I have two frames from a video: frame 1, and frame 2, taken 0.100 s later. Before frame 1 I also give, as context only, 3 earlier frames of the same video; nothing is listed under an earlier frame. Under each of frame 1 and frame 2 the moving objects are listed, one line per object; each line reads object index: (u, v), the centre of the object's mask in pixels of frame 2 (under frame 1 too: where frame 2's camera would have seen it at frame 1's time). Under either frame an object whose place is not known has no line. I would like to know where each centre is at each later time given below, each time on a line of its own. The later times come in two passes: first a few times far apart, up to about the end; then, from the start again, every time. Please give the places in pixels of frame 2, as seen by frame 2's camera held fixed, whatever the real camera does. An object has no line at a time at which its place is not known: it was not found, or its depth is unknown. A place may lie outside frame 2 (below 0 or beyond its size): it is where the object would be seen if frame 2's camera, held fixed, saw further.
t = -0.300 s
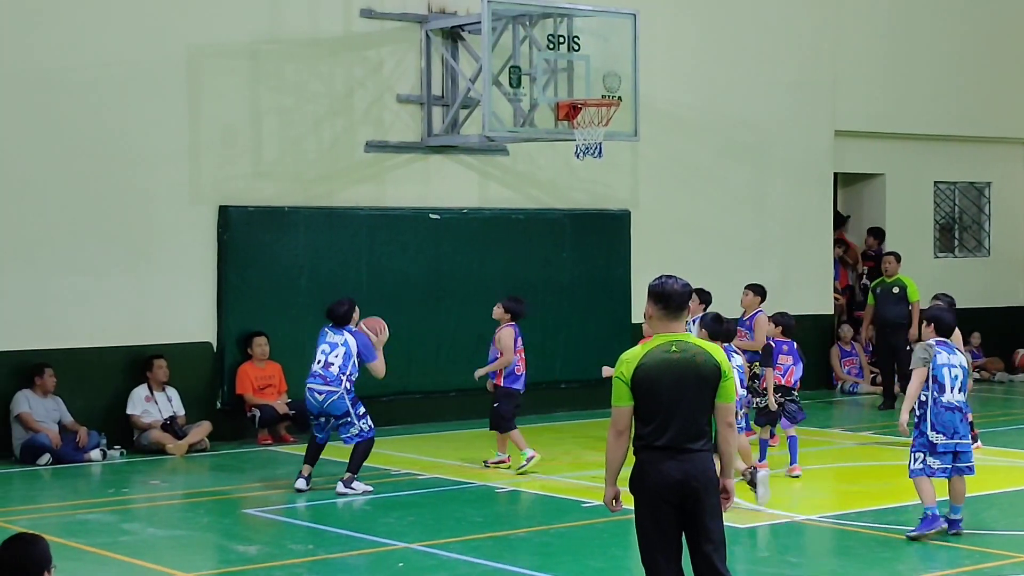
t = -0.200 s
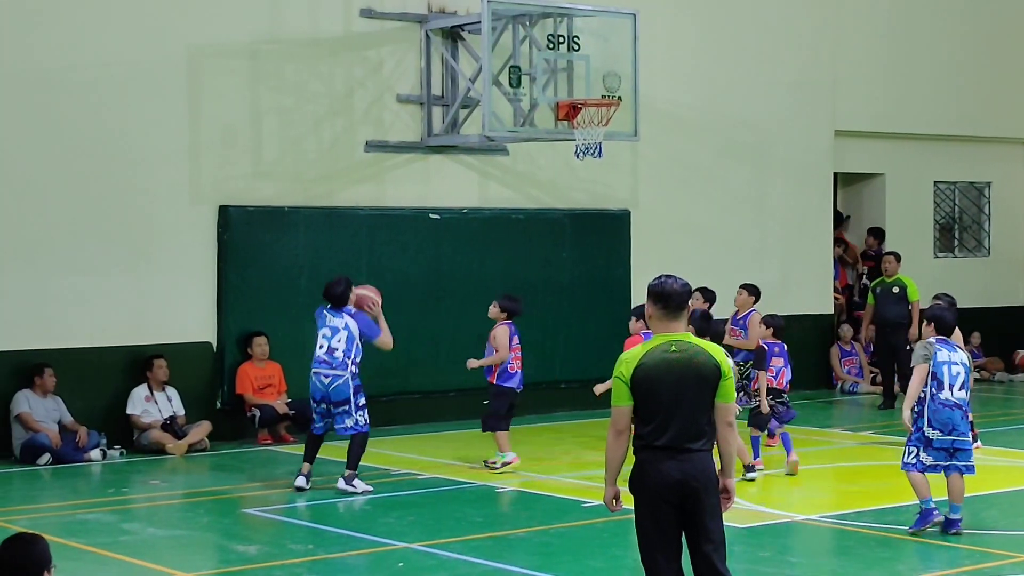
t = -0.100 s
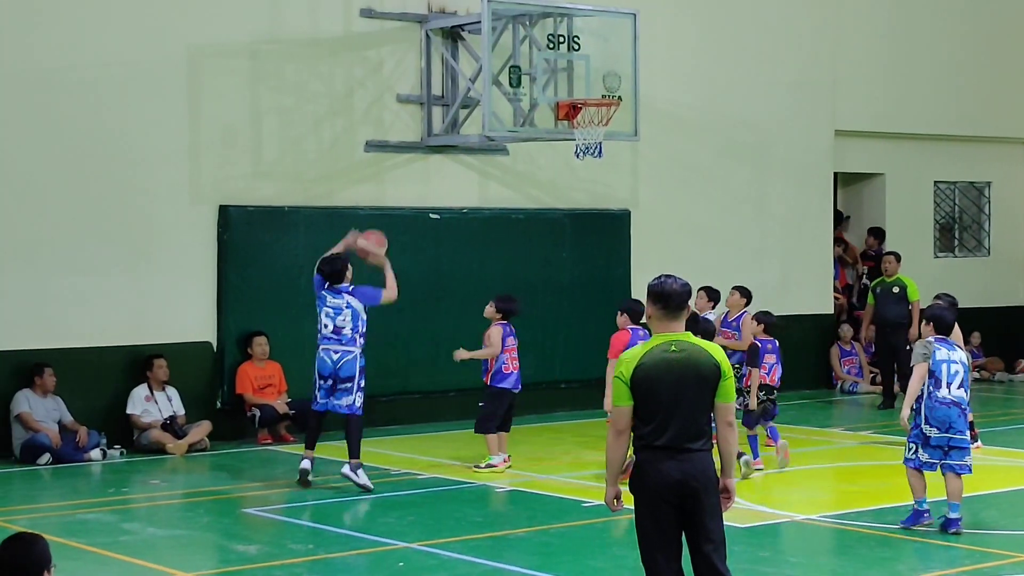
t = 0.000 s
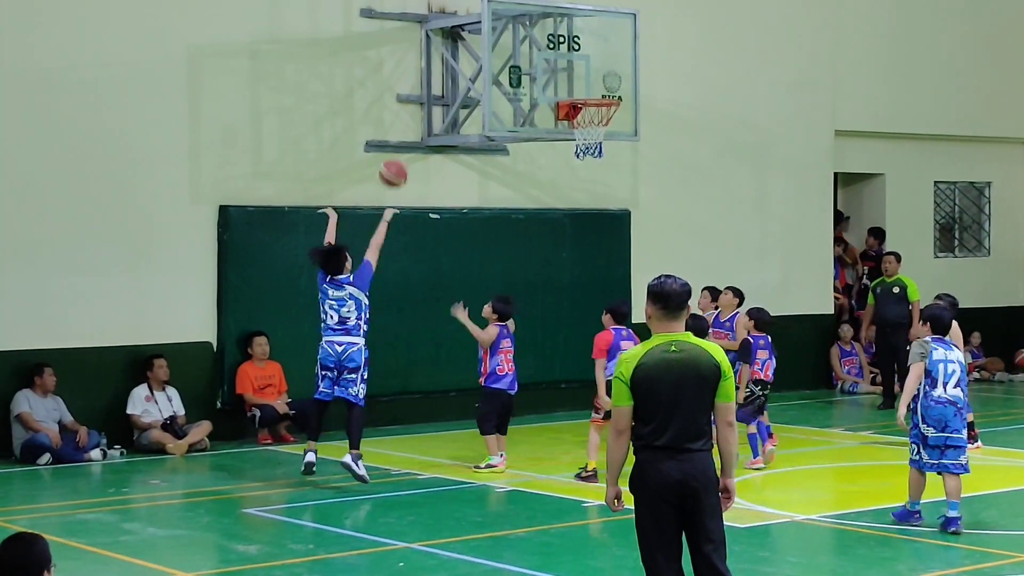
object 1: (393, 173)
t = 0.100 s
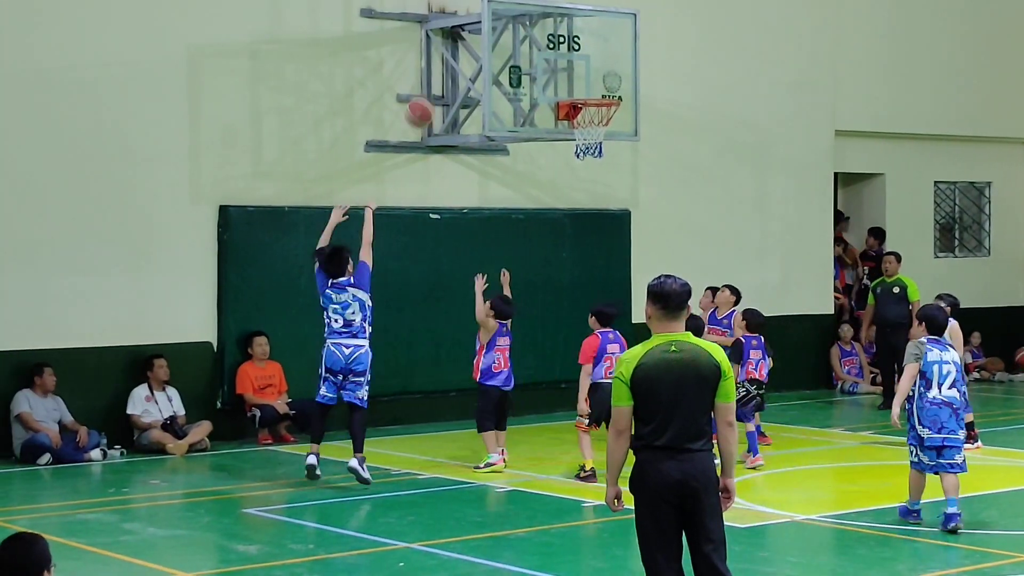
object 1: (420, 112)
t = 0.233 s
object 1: (453, 54)
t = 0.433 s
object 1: (499, 13)
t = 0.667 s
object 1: (548, 24)
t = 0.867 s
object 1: (587, 81)
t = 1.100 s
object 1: (594, 124)
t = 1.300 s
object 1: (577, 148)
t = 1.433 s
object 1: (574, 169)
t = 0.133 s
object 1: (428, 96)
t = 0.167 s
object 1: (436, 81)
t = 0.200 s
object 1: (444, 66)
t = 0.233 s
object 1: (453, 54)
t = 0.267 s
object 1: (460, 44)
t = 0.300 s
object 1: (468, 35)
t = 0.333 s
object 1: (475, 27)
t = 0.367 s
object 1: (483, 21)
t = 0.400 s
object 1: (491, 16)
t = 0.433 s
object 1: (499, 13)
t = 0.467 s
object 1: (506, 11)
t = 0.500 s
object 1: (513, 10)
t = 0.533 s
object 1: (521, 10)
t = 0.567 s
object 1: (527, 11)
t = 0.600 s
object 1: (534, 14)
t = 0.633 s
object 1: (541, 18)
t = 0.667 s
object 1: (548, 24)
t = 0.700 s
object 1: (555, 30)
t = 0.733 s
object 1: (561, 38)
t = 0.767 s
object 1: (568, 47)
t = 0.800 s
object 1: (574, 57)
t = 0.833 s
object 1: (581, 68)
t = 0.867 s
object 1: (587, 81)
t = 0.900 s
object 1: (592, 90)
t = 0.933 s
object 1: (596, 95)
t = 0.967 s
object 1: (600, 102)
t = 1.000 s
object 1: (605, 109)
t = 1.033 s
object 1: (604, 114)
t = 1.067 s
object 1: (599, 118)
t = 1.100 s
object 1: (594, 124)
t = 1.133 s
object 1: (591, 129)
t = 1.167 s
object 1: (587, 134)
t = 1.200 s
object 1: (583, 139)
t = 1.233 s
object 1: (580, 142)
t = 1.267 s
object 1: (578, 145)
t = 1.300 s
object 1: (577, 148)
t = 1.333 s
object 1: (576, 151)
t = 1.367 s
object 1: (575, 156)
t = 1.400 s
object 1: (574, 162)
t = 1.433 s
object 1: (574, 169)
